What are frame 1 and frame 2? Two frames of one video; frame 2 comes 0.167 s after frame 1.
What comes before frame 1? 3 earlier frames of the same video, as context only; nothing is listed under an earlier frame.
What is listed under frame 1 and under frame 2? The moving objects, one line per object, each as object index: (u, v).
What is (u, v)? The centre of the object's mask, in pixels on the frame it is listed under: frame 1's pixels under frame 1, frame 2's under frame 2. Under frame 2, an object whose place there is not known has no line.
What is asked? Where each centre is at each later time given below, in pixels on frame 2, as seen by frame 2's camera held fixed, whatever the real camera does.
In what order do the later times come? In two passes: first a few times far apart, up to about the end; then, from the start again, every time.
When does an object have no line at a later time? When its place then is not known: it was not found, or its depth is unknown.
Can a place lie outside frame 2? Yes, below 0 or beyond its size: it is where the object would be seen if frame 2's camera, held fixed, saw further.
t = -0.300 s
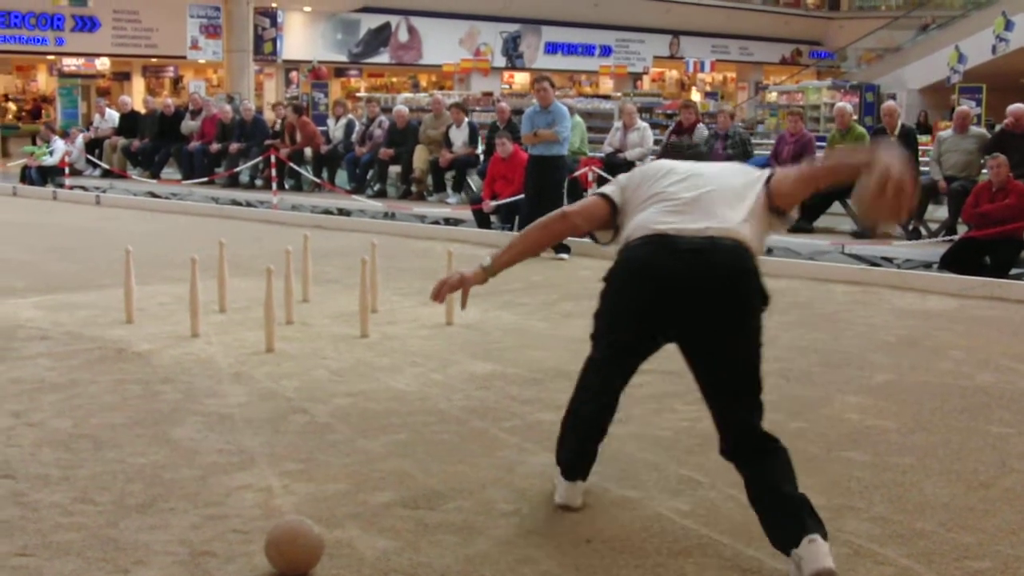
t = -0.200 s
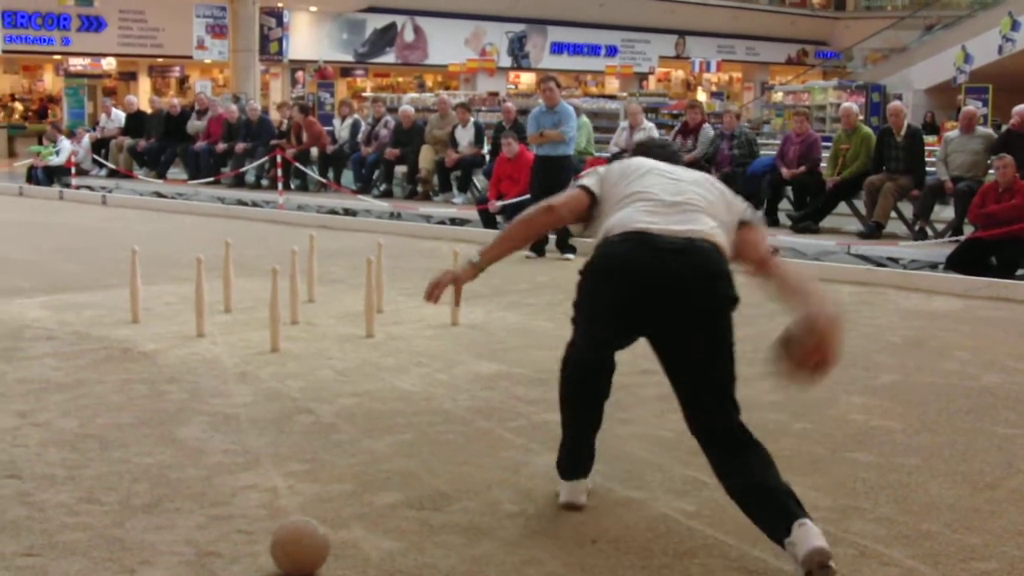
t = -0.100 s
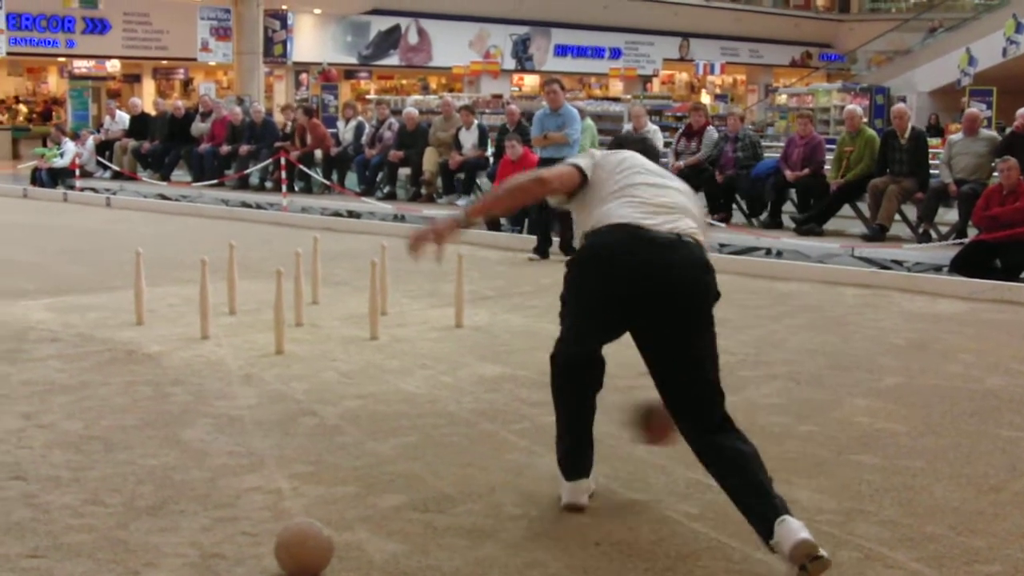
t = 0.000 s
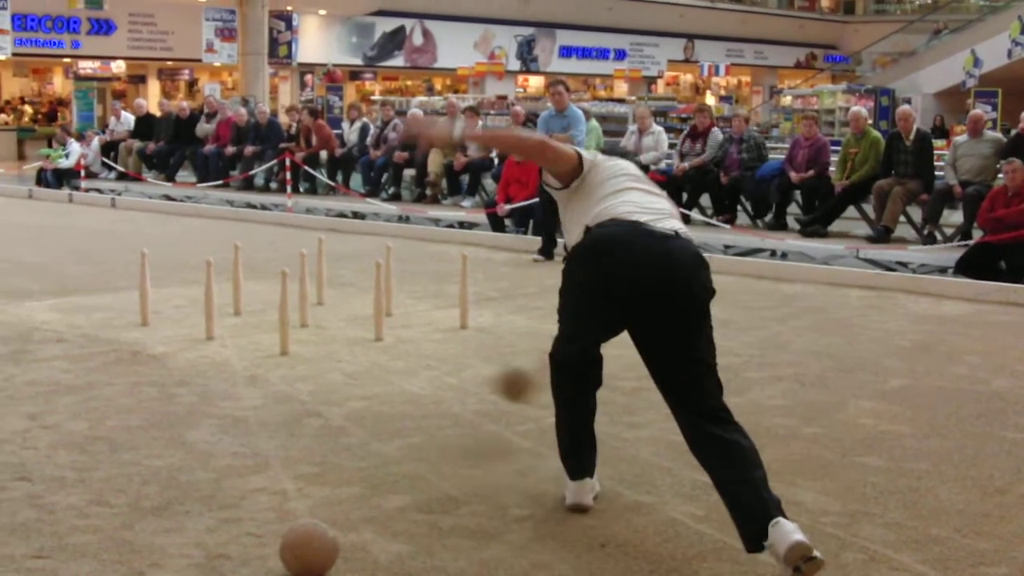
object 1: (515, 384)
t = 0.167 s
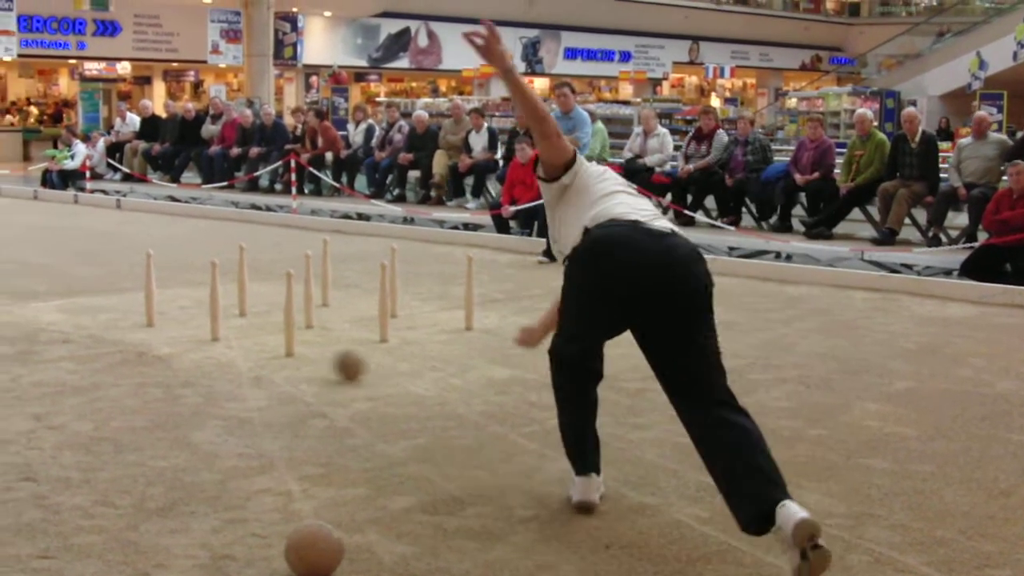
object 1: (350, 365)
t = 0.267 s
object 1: (281, 336)
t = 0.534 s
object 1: (140, 314)
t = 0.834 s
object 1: (22, 302)
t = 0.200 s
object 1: (324, 355)
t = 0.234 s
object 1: (301, 345)
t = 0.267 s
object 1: (281, 336)
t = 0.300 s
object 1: (260, 329)
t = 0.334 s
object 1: (239, 324)
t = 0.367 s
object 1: (219, 323)
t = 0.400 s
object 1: (201, 321)
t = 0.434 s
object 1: (185, 322)
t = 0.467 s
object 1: (169, 320)
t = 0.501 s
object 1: (154, 316)
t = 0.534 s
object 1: (140, 314)
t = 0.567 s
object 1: (127, 312)
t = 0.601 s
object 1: (112, 312)
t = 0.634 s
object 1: (98, 310)
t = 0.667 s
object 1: (85, 309)
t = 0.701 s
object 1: (72, 308)
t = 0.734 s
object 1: (58, 307)
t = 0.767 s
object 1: (45, 305)
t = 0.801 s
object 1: (33, 303)
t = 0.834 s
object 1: (22, 302)
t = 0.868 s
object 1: (10, 300)
